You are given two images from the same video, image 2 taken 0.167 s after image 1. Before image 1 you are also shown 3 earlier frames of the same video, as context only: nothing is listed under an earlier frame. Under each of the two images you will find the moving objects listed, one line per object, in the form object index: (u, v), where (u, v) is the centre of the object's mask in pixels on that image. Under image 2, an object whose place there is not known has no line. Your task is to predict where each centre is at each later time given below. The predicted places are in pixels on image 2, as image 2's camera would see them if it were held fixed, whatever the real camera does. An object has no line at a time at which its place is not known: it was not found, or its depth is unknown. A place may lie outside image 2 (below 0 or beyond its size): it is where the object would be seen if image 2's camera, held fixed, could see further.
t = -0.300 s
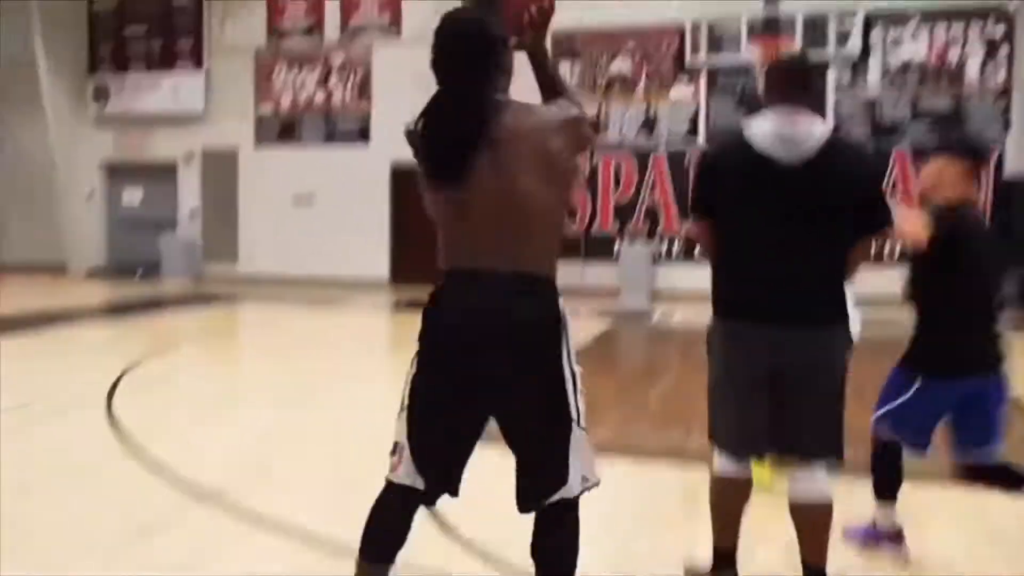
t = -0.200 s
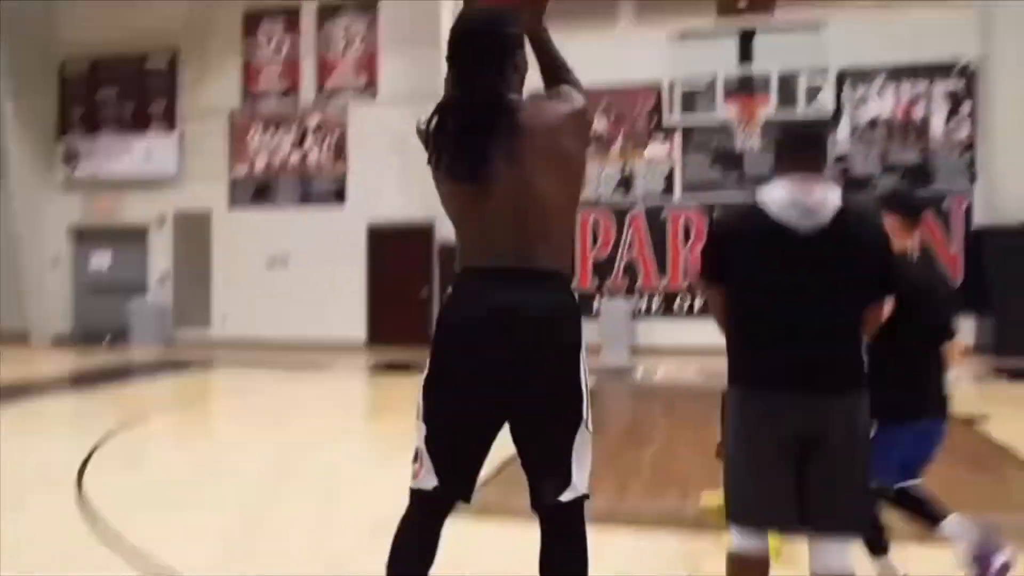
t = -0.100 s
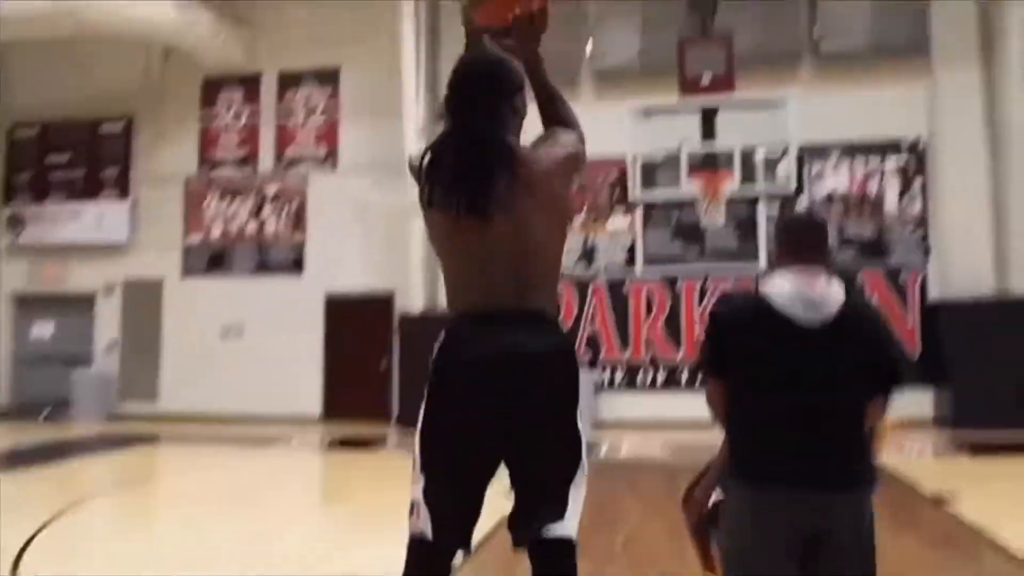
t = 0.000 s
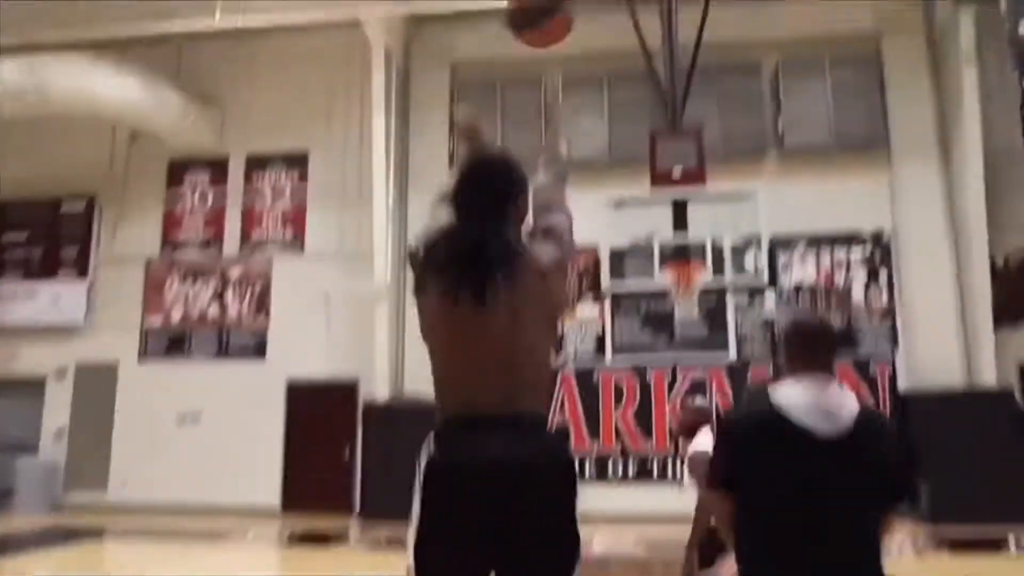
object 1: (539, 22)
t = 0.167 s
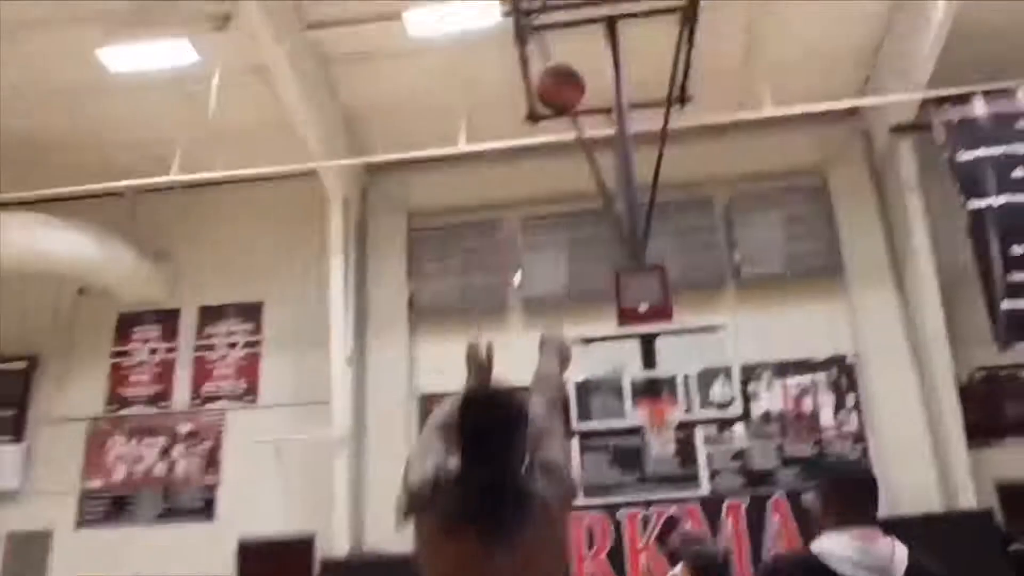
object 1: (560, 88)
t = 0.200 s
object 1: (572, 83)
